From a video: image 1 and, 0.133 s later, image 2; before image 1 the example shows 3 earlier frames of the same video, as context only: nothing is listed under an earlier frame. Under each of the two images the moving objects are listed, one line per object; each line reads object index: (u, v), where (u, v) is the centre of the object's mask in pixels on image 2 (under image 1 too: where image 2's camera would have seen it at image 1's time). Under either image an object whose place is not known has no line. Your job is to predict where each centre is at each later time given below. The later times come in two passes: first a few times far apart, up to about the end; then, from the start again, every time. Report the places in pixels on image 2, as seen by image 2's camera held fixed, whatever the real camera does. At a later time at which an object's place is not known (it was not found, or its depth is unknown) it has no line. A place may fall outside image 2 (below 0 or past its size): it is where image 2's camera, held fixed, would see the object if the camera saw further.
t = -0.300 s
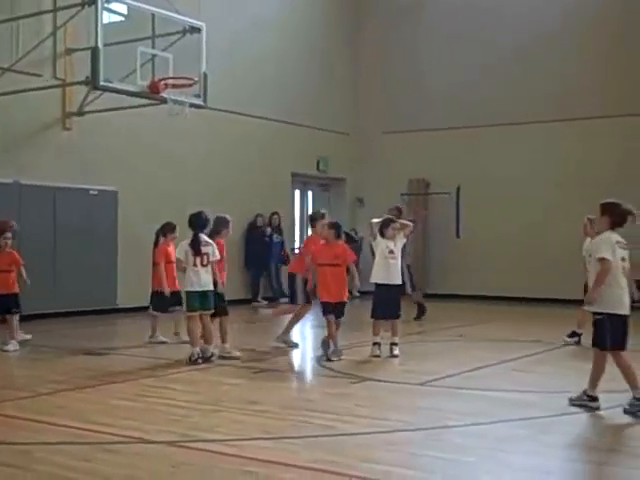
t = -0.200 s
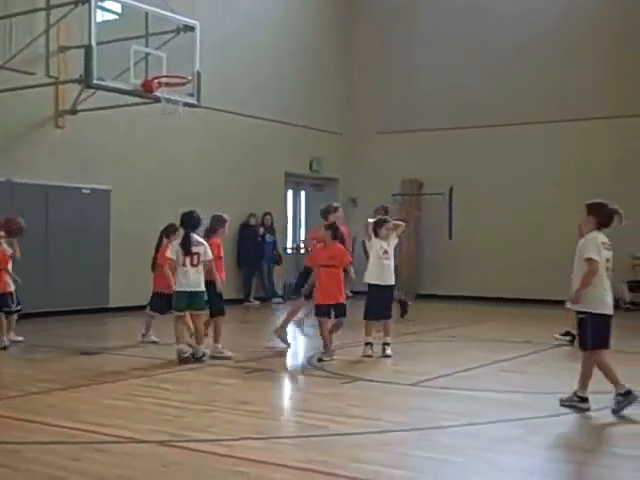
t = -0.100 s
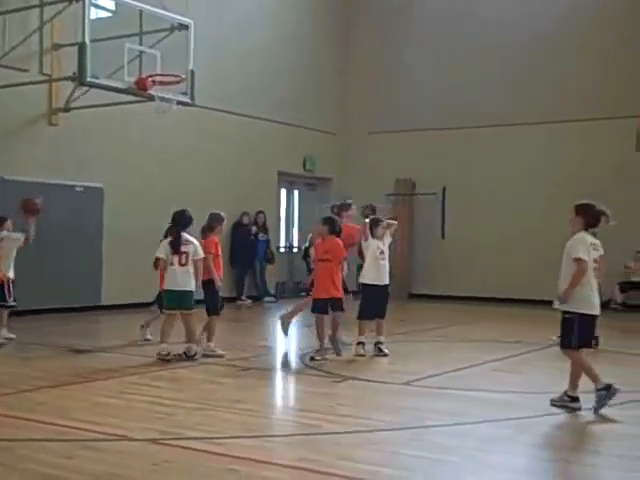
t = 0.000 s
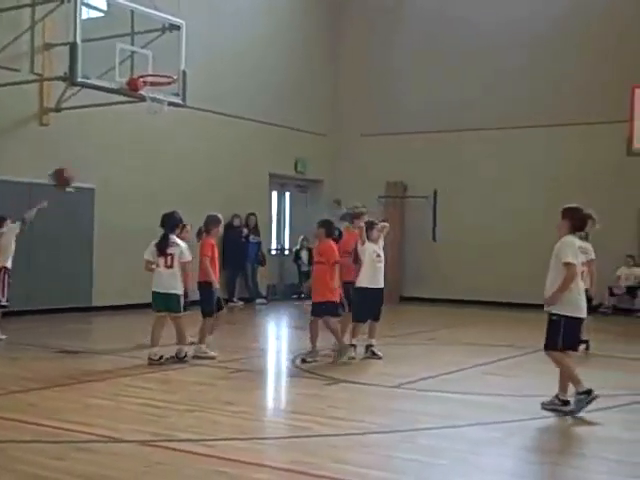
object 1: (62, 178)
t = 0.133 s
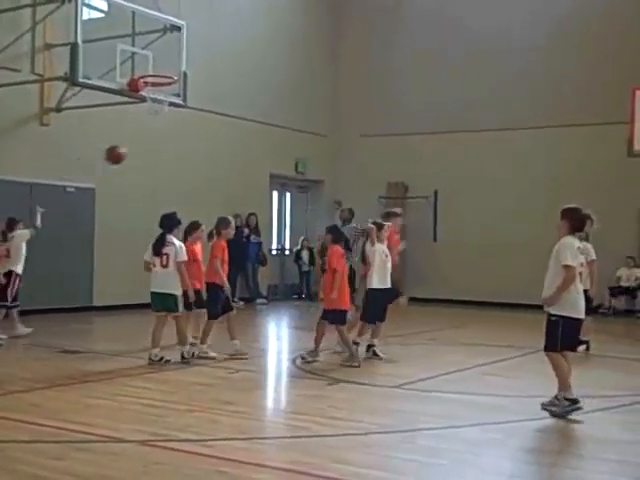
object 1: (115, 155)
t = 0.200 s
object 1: (139, 150)
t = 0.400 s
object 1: (203, 157)
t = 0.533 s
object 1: (242, 178)
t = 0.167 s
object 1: (127, 152)
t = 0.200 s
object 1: (139, 150)
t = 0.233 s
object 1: (150, 149)
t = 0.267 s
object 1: (161, 149)
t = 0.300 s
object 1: (172, 149)
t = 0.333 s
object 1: (183, 151)
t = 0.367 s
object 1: (193, 154)
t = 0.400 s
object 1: (203, 157)
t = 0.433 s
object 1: (214, 161)
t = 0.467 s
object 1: (223, 166)
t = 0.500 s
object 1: (233, 171)
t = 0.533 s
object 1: (242, 178)
